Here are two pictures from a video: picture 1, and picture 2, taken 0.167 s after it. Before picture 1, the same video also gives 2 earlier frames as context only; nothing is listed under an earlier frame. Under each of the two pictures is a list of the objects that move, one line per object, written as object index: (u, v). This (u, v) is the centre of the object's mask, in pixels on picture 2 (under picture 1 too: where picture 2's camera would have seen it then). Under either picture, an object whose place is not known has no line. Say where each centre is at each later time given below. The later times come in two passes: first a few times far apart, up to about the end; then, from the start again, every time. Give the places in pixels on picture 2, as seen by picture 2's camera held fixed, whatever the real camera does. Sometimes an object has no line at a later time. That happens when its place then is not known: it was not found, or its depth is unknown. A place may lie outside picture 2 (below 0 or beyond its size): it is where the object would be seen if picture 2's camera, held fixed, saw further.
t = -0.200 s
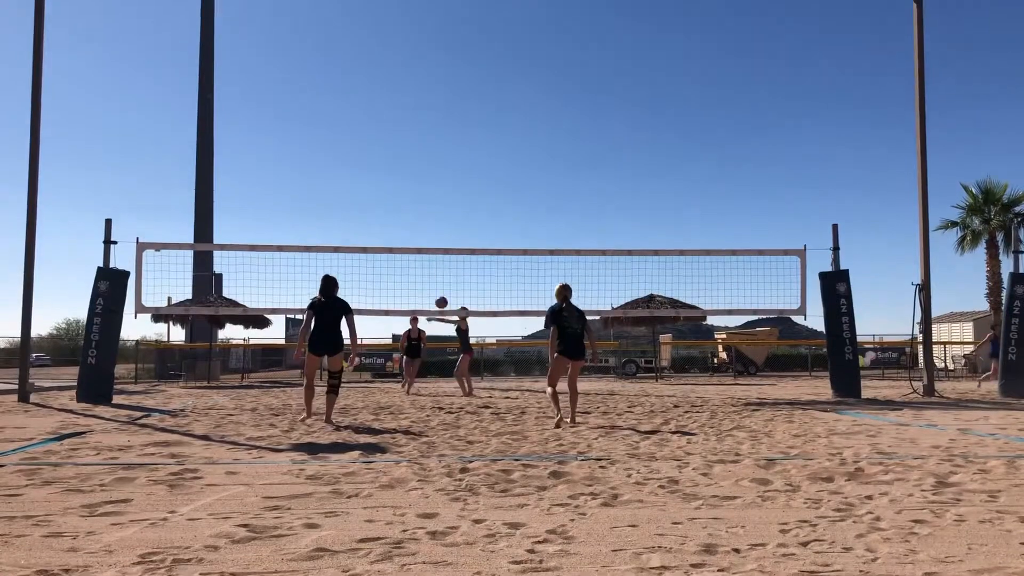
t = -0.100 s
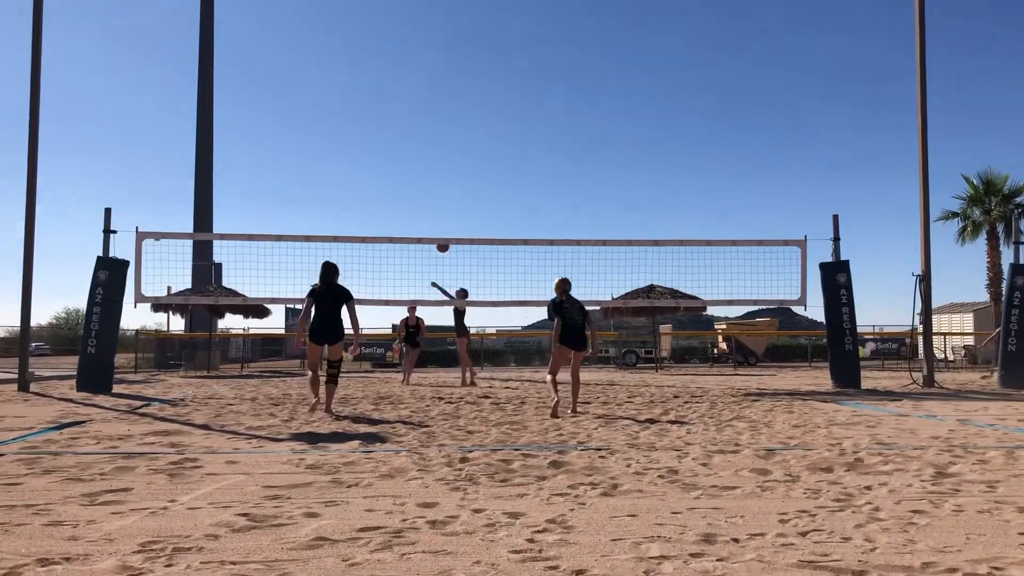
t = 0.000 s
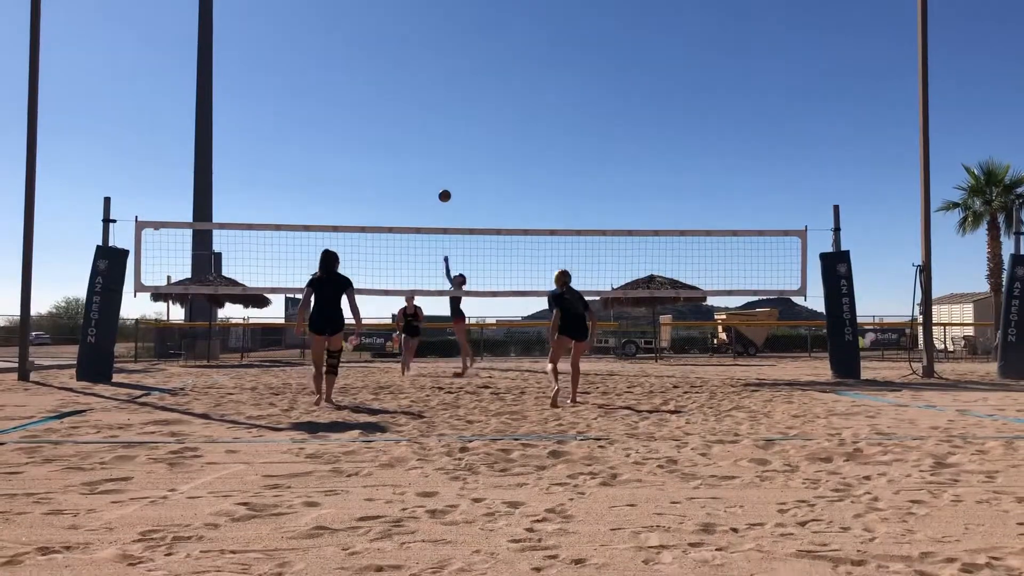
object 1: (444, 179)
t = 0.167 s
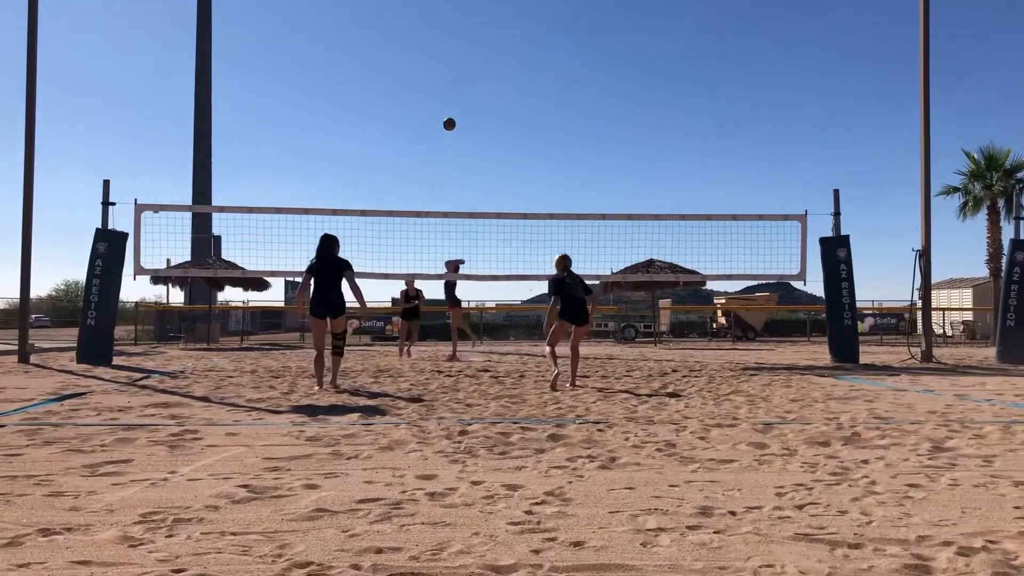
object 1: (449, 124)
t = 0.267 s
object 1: (453, 99)
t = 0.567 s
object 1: (464, 59)
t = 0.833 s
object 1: (475, 66)
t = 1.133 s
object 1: (489, 126)
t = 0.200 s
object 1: (450, 115)
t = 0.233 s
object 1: (451, 107)
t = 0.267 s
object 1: (453, 99)
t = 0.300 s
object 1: (454, 92)
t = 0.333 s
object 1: (455, 86)
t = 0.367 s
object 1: (456, 80)
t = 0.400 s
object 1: (457, 75)
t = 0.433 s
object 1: (459, 71)
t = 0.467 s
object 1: (460, 67)
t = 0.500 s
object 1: (461, 63)
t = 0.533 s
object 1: (462, 60)
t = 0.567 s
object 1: (464, 59)
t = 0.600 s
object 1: (465, 57)
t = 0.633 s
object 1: (466, 57)
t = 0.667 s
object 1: (468, 57)
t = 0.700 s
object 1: (469, 57)
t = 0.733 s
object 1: (470, 59)
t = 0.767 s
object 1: (472, 61)
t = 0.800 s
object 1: (473, 63)
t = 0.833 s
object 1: (475, 66)
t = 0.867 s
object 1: (476, 70)
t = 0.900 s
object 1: (477, 75)
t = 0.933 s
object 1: (479, 80)
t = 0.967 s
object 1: (481, 86)
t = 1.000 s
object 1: (482, 93)
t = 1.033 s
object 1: (484, 100)
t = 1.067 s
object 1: (485, 108)
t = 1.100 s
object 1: (487, 116)
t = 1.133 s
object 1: (489, 126)
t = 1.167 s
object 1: (491, 136)
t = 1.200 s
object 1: (492, 146)
